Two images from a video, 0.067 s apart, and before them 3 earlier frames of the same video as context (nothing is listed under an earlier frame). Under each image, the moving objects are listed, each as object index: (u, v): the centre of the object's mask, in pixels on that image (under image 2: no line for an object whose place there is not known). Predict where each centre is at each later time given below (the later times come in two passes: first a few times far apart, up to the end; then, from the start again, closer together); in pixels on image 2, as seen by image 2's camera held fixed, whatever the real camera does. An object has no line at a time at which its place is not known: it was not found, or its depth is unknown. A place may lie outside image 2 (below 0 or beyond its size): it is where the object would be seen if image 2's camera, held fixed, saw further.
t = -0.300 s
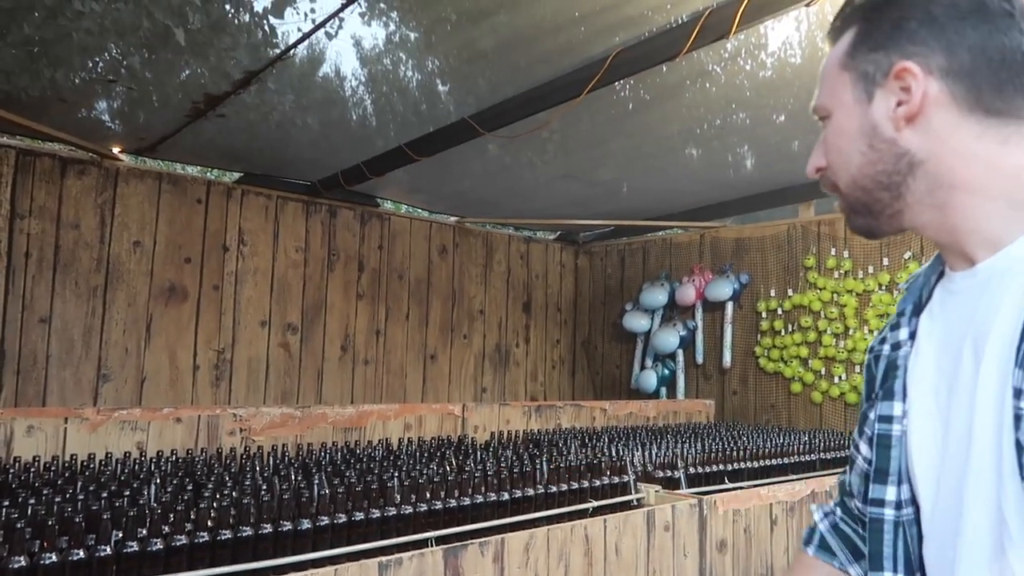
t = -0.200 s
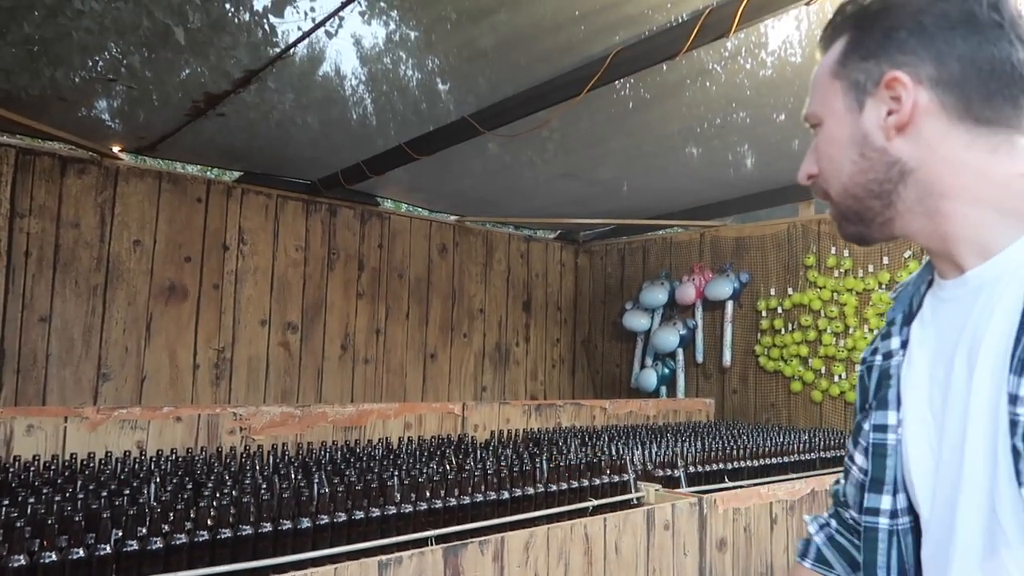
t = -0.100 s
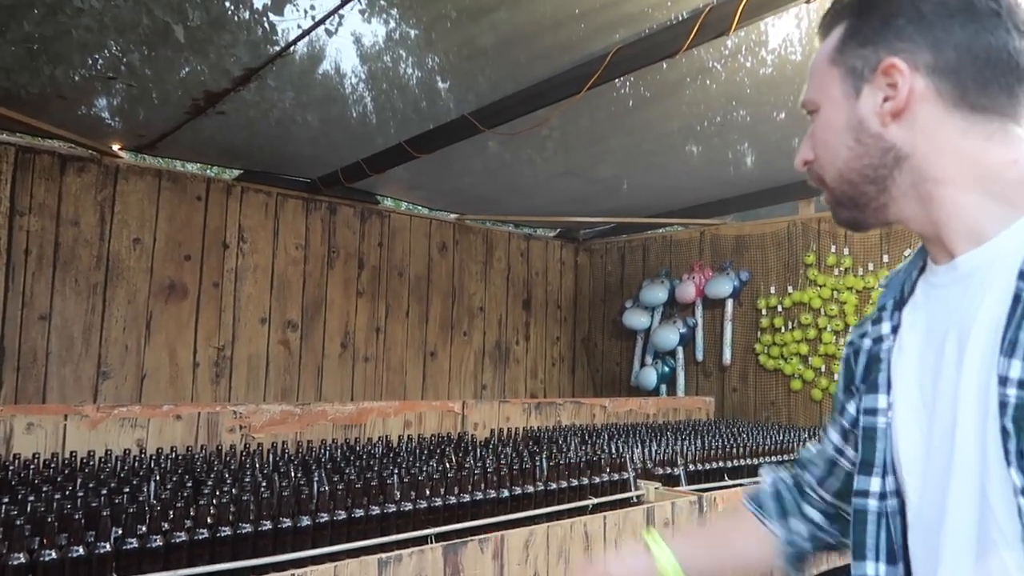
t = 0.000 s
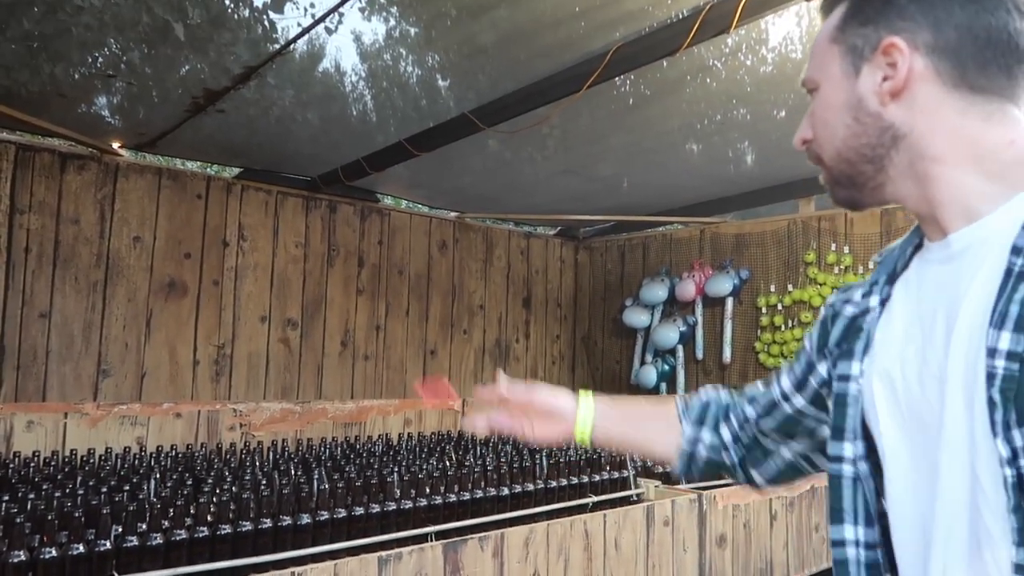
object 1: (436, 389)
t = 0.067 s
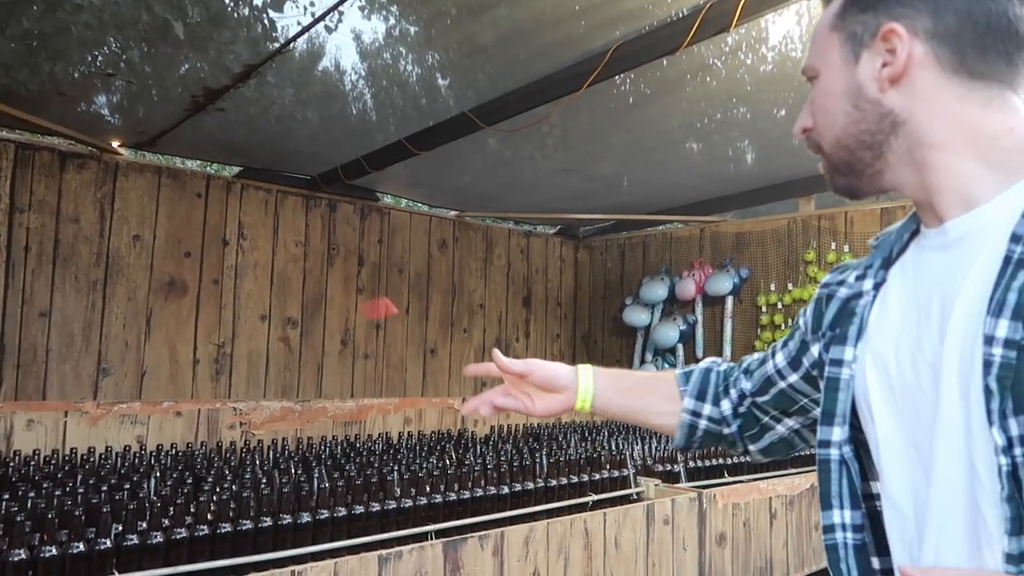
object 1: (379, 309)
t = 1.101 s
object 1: (448, 444)
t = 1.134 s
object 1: (452, 460)
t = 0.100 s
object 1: (354, 282)
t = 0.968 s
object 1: (427, 416)
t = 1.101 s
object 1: (448, 444)
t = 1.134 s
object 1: (452, 460)
